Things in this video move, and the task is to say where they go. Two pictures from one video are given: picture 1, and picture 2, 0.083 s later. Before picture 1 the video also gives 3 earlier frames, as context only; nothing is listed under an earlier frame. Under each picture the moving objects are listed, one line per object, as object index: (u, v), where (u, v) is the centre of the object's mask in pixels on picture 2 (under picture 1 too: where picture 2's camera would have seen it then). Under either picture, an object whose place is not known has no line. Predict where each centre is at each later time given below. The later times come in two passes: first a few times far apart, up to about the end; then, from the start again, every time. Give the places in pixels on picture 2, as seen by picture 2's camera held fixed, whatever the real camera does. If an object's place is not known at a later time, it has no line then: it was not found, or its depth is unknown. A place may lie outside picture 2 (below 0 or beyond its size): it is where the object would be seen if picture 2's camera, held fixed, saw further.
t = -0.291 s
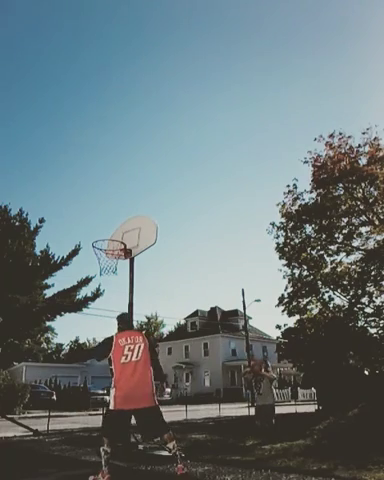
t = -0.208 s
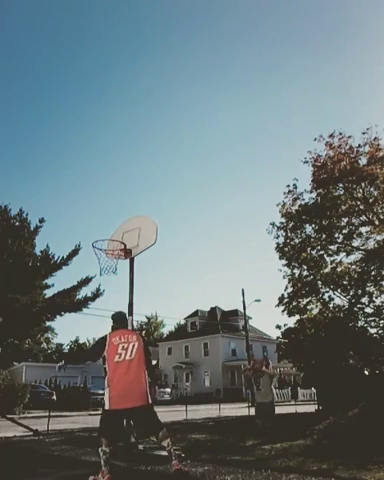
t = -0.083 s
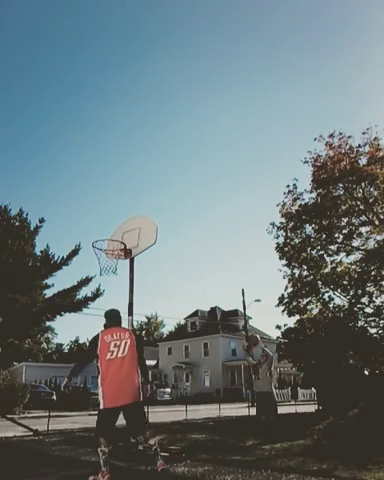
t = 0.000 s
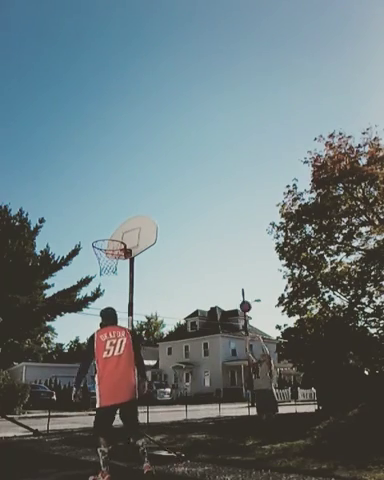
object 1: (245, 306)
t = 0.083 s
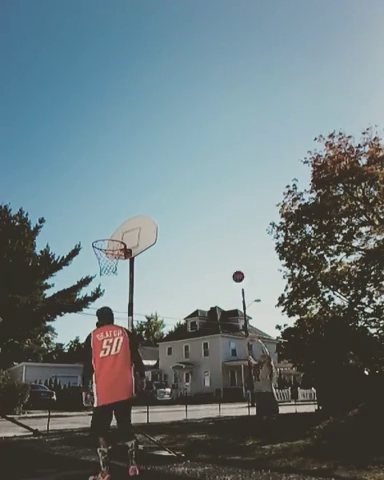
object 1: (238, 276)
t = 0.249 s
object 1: (224, 227)
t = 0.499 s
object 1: (205, 177)
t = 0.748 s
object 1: (186, 153)
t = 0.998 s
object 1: (166, 157)
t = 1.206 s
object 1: (148, 187)
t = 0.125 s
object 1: (234, 263)
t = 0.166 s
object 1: (231, 250)
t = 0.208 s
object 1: (227, 238)
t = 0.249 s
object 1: (224, 227)
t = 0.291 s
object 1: (221, 217)
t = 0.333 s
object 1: (218, 208)
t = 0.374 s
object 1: (214, 199)
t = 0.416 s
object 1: (211, 190)
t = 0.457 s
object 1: (208, 183)
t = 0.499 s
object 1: (205, 177)
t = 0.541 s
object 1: (202, 171)
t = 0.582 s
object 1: (199, 166)
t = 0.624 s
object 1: (196, 161)
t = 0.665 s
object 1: (192, 158)
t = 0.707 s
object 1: (189, 155)
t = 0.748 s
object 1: (186, 153)
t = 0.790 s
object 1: (183, 151)
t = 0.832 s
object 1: (180, 151)
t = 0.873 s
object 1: (176, 151)
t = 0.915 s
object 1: (173, 152)
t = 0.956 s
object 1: (170, 154)
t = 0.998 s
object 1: (166, 157)
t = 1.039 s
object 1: (163, 161)
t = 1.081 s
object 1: (159, 166)
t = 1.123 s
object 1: (156, 172)
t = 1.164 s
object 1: (152, 179)
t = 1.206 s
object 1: (148, 187)
